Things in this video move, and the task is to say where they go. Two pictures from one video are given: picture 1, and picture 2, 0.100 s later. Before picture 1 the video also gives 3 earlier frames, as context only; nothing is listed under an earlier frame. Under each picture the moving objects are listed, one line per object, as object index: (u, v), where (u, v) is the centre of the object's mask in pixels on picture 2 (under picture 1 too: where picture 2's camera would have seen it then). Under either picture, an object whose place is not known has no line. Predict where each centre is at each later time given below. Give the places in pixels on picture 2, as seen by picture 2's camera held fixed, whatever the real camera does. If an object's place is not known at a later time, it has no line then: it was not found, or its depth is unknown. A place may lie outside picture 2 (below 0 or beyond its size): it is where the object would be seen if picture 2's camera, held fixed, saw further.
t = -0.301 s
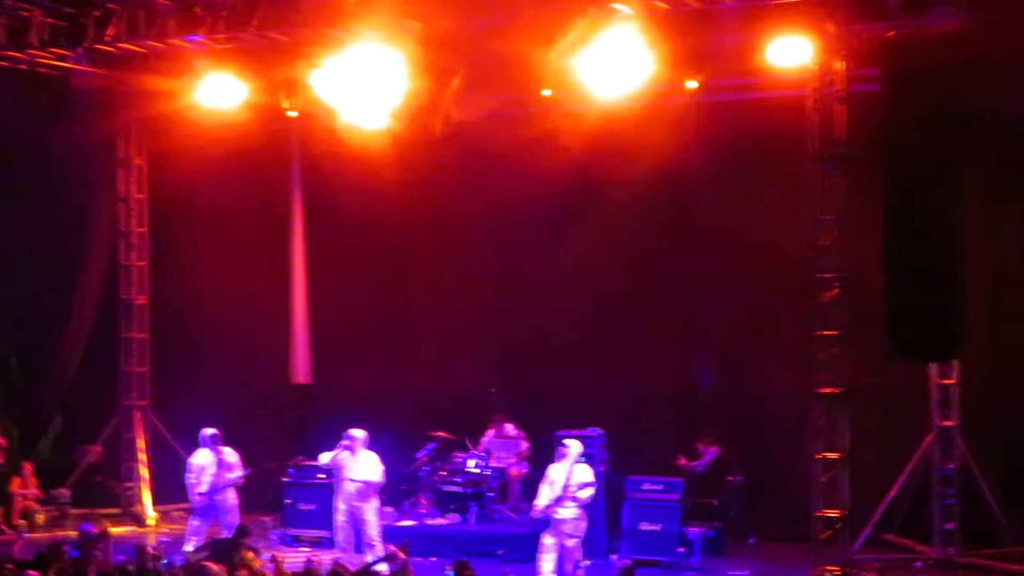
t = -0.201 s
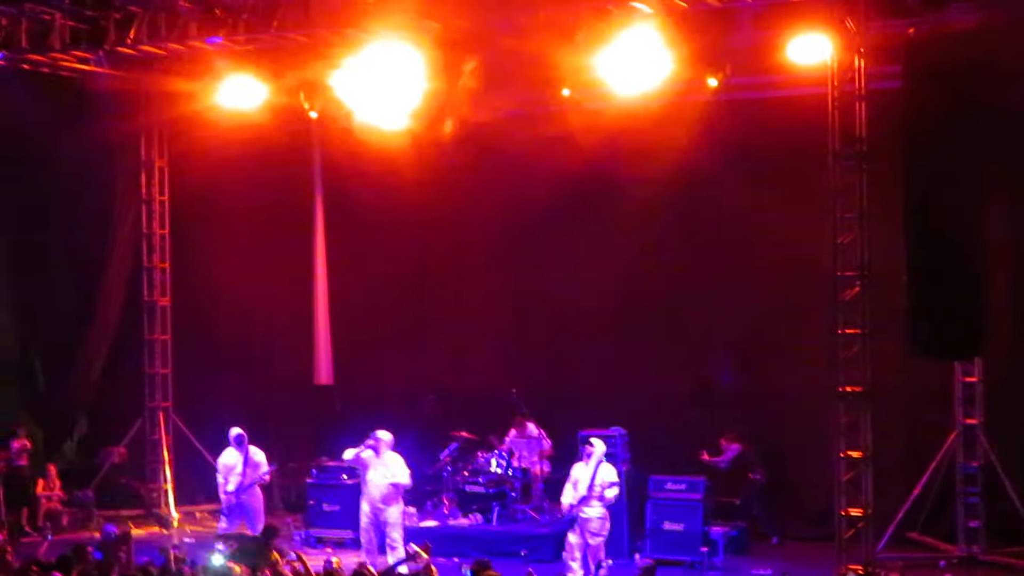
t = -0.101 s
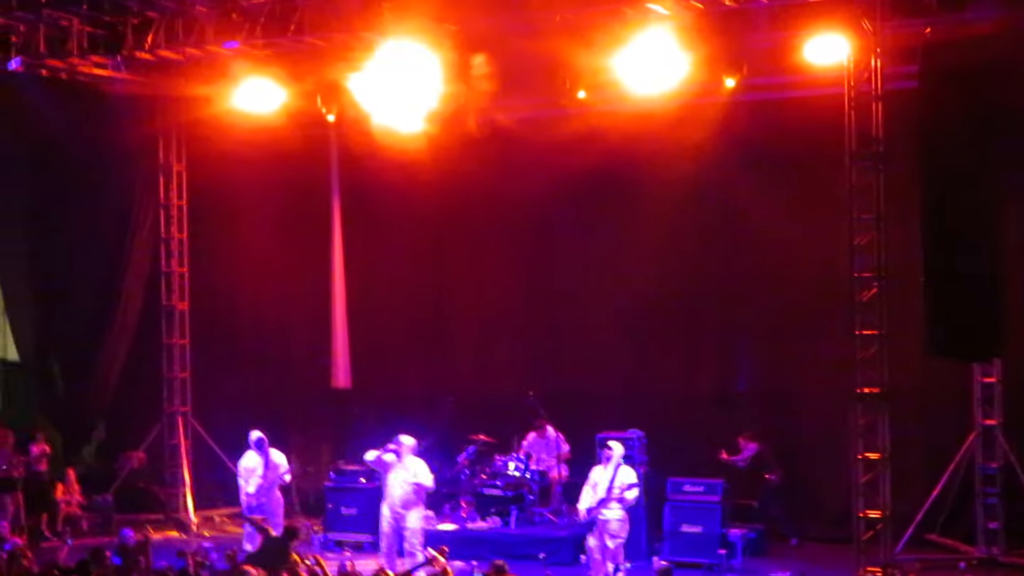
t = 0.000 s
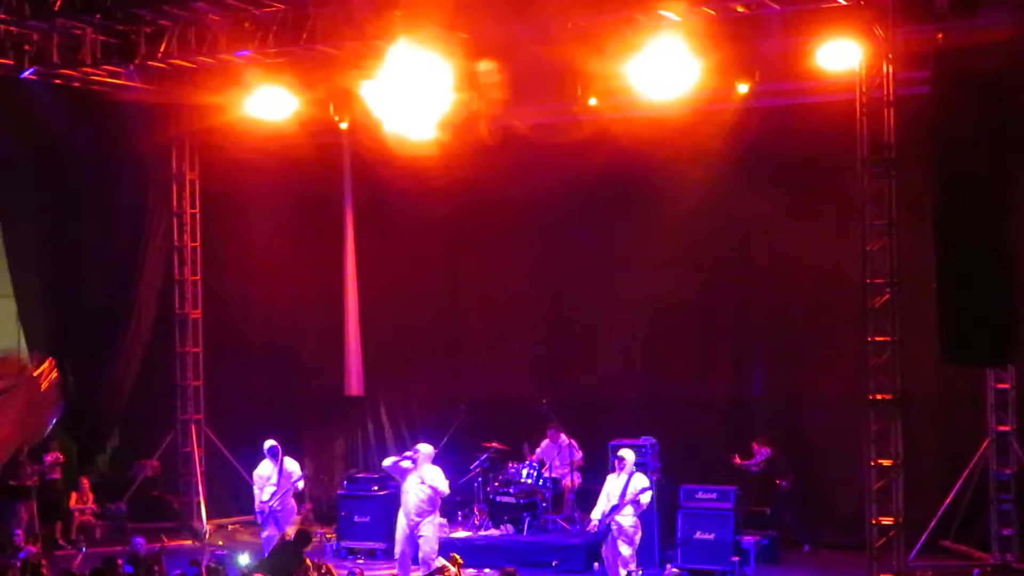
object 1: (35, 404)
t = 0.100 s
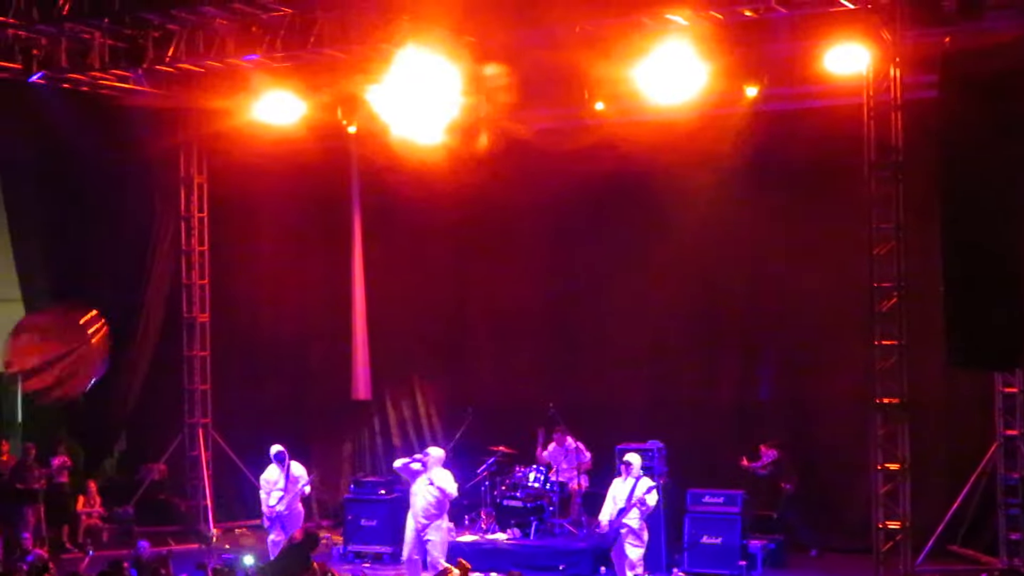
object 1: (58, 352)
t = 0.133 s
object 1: (71, 336)
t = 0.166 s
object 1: (83, 322)
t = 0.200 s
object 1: (93, 309)
